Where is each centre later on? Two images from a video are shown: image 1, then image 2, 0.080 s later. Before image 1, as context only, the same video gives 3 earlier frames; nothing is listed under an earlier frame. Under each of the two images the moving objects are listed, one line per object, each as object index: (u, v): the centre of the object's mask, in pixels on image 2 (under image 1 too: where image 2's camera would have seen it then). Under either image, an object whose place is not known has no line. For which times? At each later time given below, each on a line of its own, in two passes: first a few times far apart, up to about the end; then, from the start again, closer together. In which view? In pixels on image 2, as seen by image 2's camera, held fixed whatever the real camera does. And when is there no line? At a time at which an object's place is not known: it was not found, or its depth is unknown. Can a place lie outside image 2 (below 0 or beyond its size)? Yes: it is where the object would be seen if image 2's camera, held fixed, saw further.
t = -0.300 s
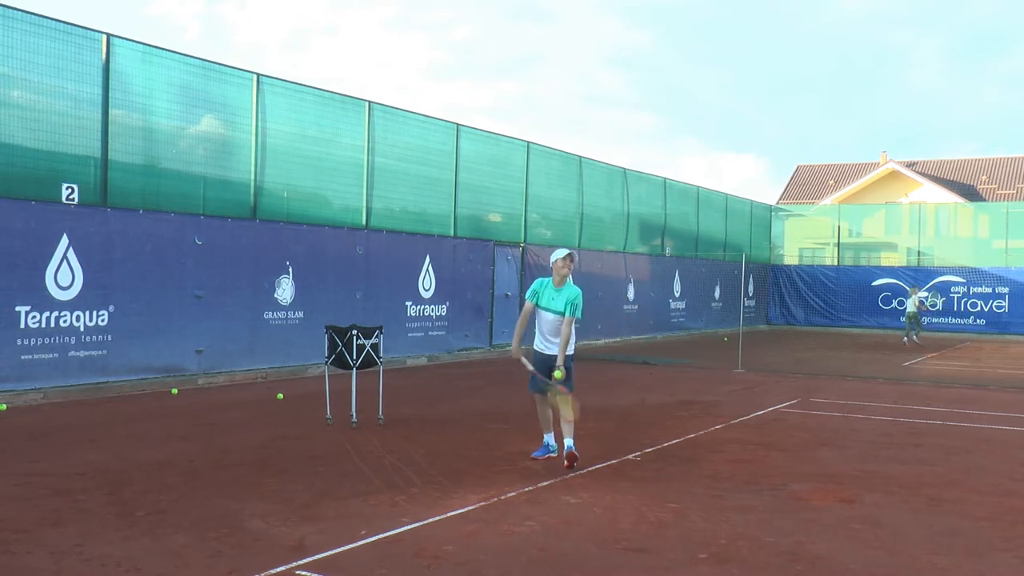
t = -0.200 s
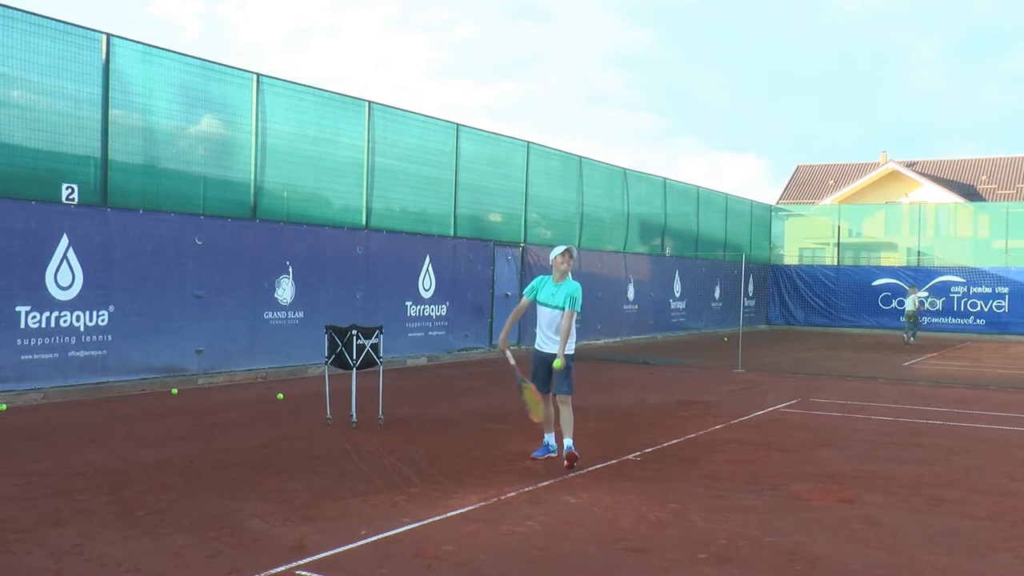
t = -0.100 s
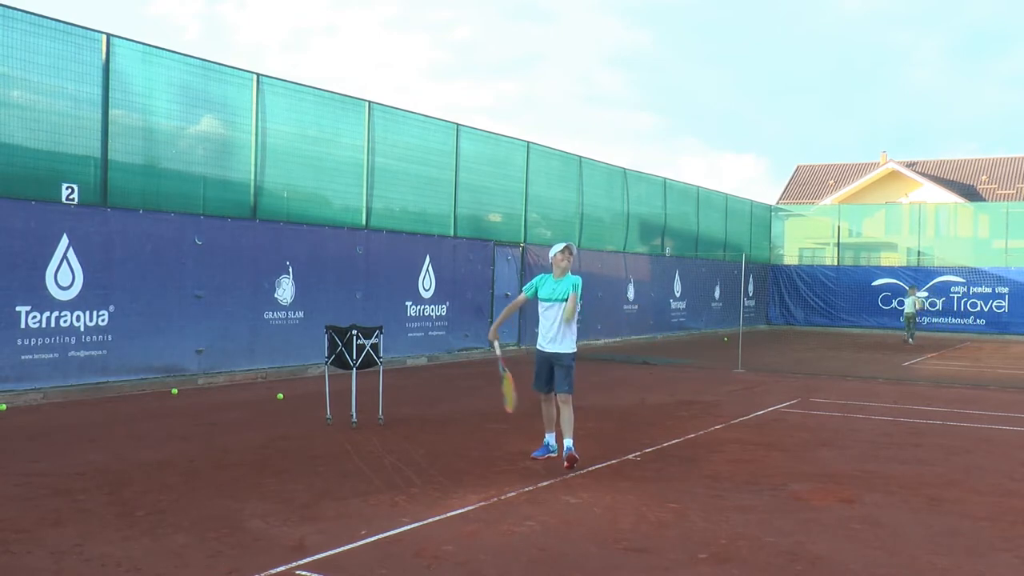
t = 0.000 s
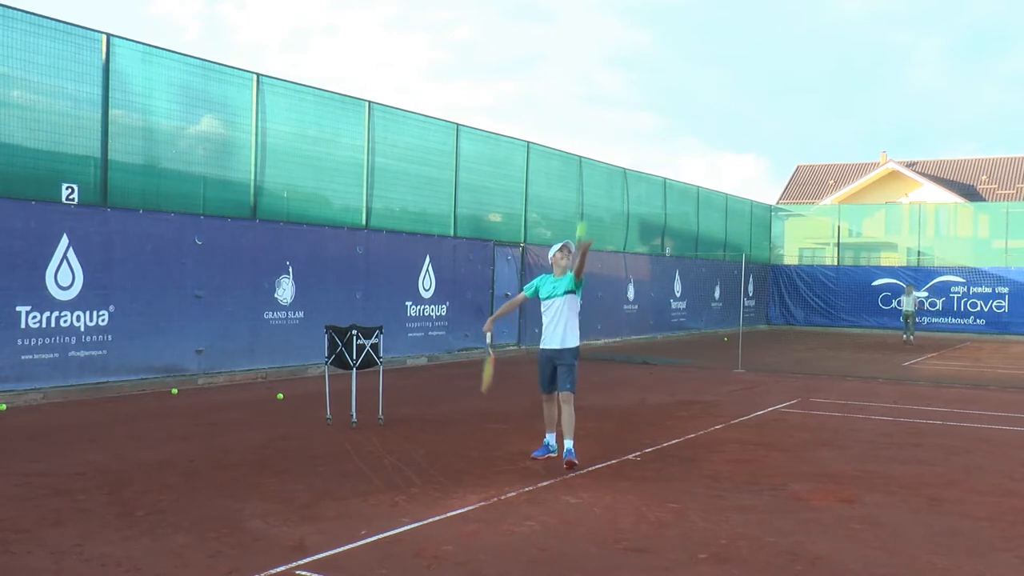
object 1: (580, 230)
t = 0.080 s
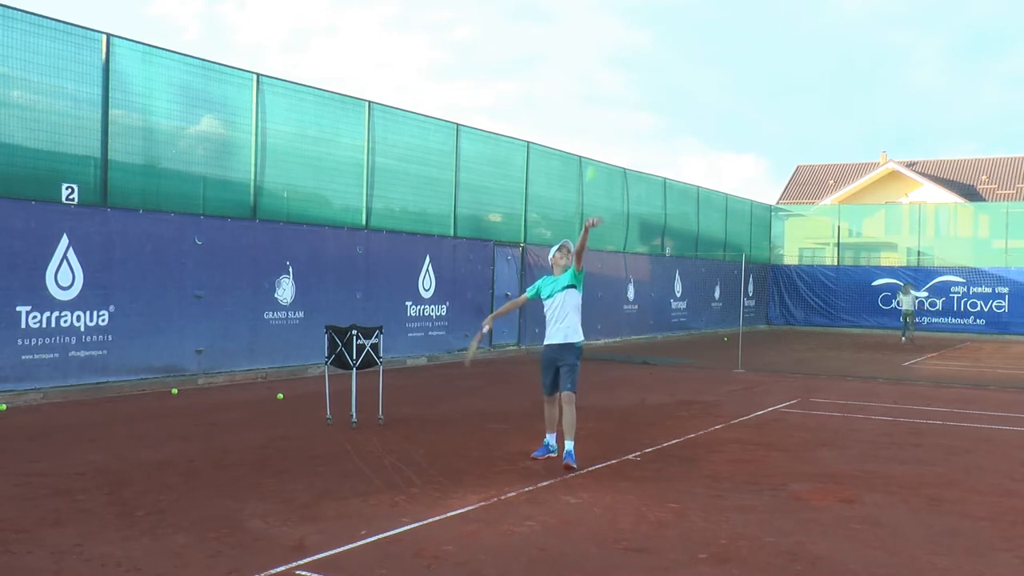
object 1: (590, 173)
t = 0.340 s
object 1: (620, 56)
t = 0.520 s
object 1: (640, 29)
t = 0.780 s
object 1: (666, 66)
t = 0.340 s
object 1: (620, 56)
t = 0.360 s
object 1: (622, 51)
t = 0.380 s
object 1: (625, 46)
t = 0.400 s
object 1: (627, 42)
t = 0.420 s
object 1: (629, 39)
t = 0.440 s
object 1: (631, 36)
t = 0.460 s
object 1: (634, 33)
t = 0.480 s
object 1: (636, 31)
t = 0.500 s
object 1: (638, 30)
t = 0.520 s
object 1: (640, 29)
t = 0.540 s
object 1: (642, 29)
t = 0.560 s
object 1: (644, 29)
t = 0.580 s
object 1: (646, 29)
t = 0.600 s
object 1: (648, 31)
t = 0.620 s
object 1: (650, 33)
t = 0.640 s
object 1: (652, 35)
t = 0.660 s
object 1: (655, 38)
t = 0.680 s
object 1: (657, 41)
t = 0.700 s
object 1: (659, 45)
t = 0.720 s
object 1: (661, 50)
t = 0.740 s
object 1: (662, 55)
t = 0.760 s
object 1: (664, 60)
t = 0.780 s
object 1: (666, 66)
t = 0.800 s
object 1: (668, 73)
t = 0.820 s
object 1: (670, 79)
